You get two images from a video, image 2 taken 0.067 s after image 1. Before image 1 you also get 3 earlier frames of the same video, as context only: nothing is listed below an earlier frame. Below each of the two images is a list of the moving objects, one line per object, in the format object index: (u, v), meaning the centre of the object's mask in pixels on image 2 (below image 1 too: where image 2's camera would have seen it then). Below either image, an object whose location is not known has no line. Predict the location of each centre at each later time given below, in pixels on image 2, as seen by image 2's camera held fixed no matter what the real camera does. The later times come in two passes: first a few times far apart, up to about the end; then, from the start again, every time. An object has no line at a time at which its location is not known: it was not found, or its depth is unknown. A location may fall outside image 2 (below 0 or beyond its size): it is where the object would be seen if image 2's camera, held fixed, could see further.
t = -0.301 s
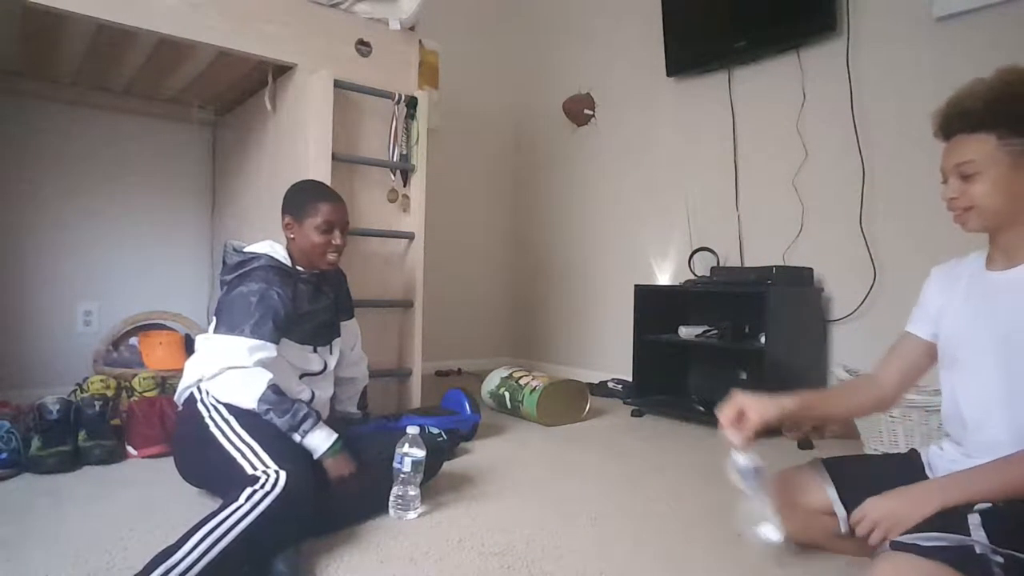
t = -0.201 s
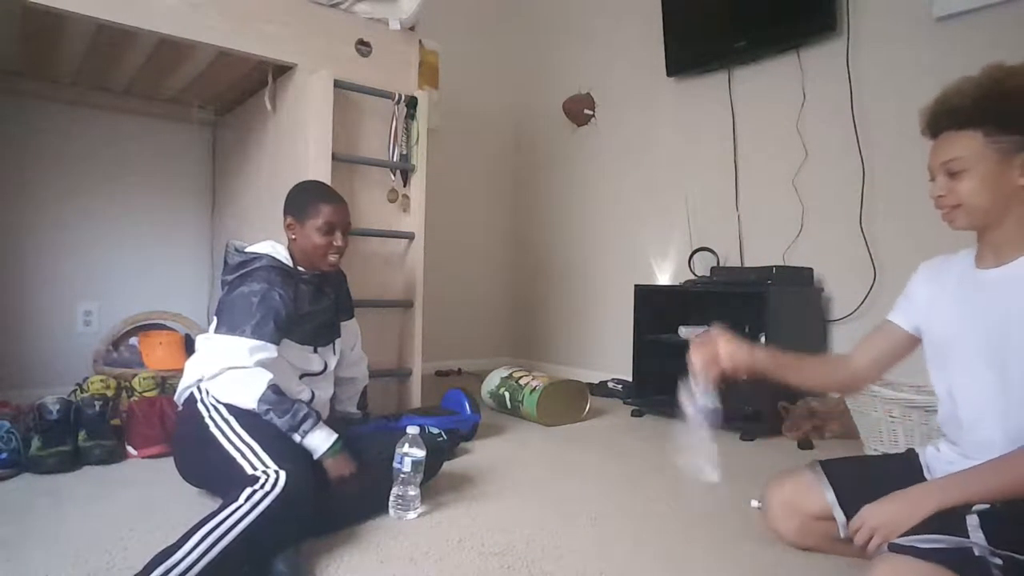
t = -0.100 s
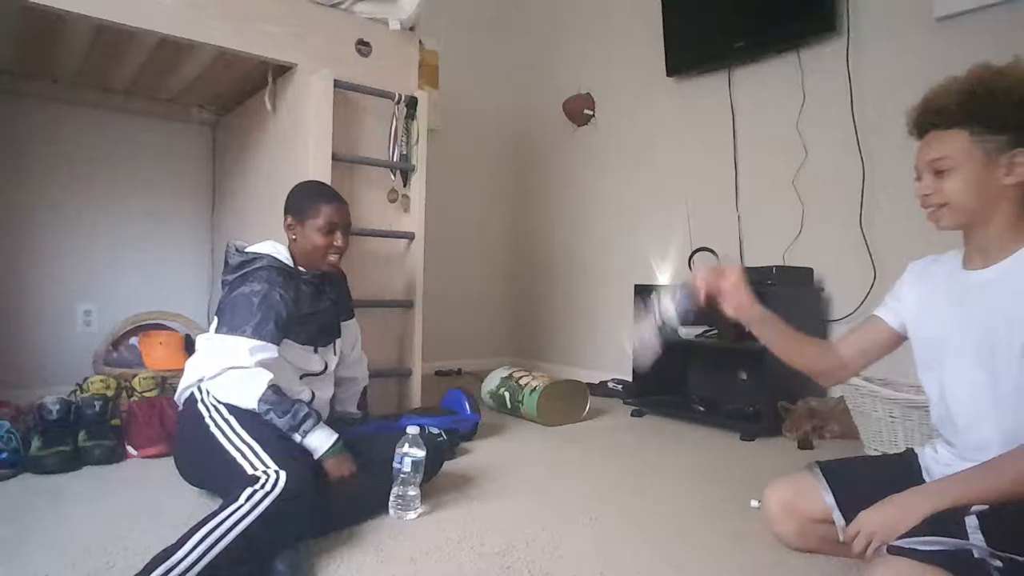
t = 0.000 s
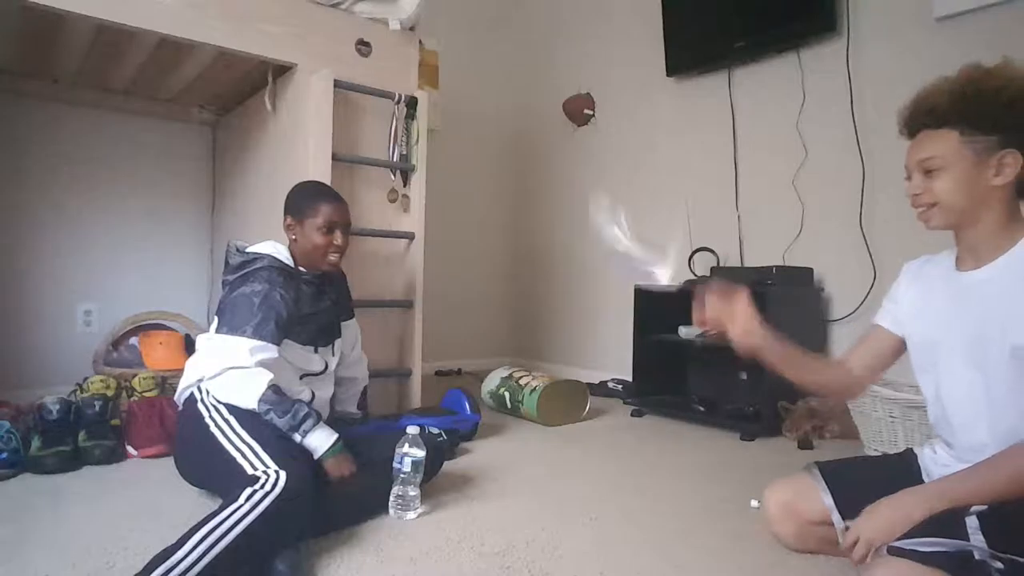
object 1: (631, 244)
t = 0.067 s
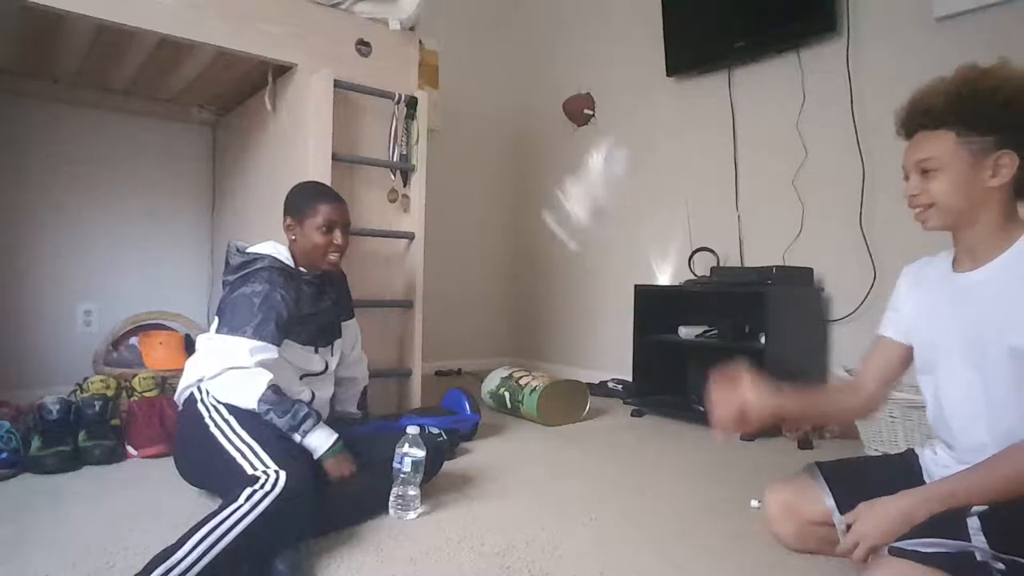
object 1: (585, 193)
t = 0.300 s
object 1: (539, 169)
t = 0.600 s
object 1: (489, 519)
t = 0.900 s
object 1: (484, 520)
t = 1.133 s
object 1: (492, 519)
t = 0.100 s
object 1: (576, 166)
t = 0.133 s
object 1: (567, 150)
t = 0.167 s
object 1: (562, 140)
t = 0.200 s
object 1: (556, 138)
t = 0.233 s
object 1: (552, 141)
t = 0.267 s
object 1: (544, 153)
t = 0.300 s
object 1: (539, 169)
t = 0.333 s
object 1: (533, 194)
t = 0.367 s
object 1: (526, 225)
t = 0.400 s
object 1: (520, 265)
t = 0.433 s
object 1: (515, 308)
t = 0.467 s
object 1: (508, 359)
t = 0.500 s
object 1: (499, 417)
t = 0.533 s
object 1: (493, 493)
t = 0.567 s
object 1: (490, 519)
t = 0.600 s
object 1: (489, 519)
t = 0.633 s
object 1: (486, 520)
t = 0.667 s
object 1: (484, 521)
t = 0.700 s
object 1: (482, 521)
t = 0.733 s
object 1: (482, 522)
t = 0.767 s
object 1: (481, 522)
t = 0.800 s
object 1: (481, 522)
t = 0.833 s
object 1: (481, 522)
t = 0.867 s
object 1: (482, 522)
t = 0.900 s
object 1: (484, 520)
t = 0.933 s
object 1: (488, 520)
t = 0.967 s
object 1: (491, 519)
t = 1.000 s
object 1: (493, 519)
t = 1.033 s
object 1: (494, 518)
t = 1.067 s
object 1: (494, 517)
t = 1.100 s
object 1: (493, 519)
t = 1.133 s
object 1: (492, 519)
